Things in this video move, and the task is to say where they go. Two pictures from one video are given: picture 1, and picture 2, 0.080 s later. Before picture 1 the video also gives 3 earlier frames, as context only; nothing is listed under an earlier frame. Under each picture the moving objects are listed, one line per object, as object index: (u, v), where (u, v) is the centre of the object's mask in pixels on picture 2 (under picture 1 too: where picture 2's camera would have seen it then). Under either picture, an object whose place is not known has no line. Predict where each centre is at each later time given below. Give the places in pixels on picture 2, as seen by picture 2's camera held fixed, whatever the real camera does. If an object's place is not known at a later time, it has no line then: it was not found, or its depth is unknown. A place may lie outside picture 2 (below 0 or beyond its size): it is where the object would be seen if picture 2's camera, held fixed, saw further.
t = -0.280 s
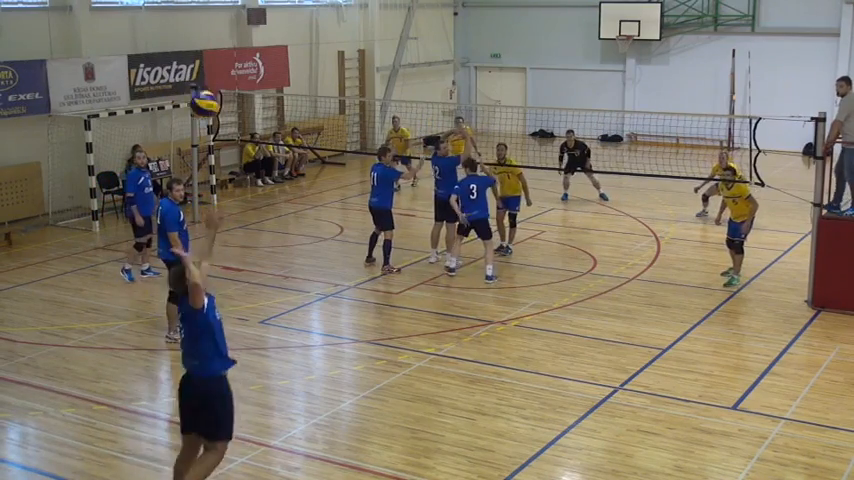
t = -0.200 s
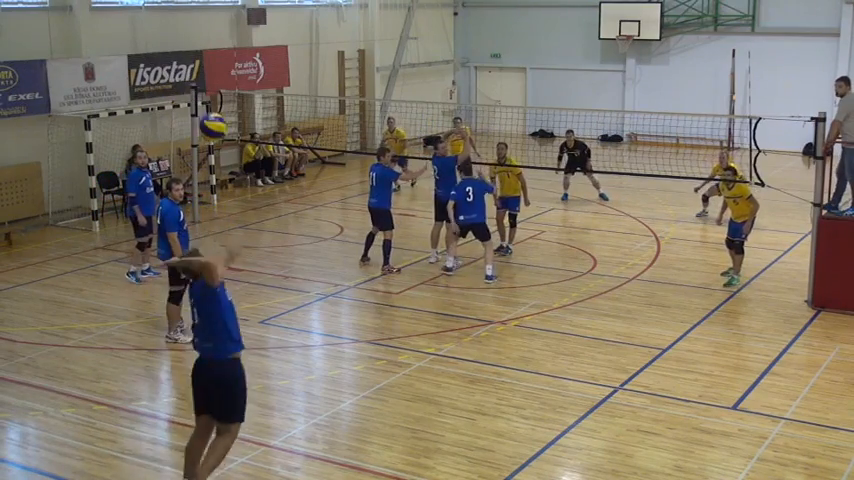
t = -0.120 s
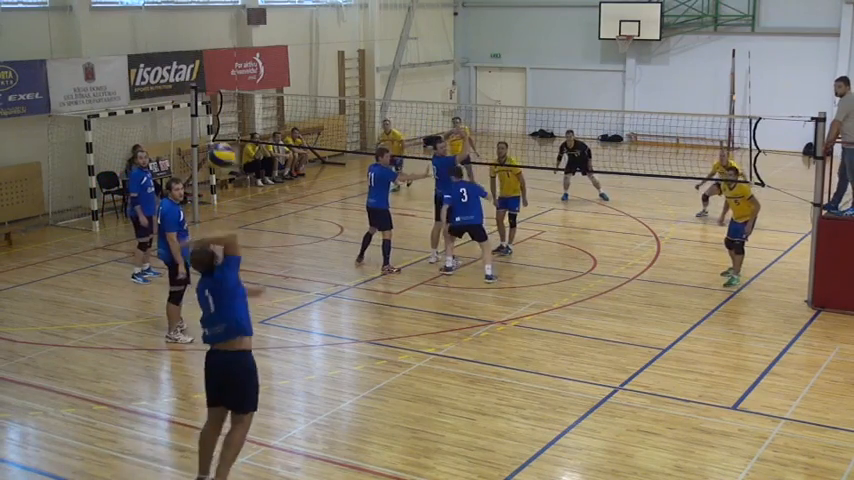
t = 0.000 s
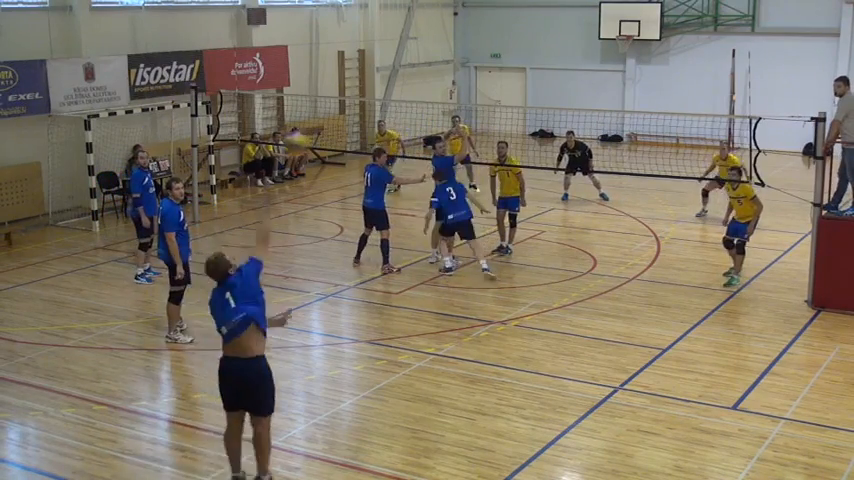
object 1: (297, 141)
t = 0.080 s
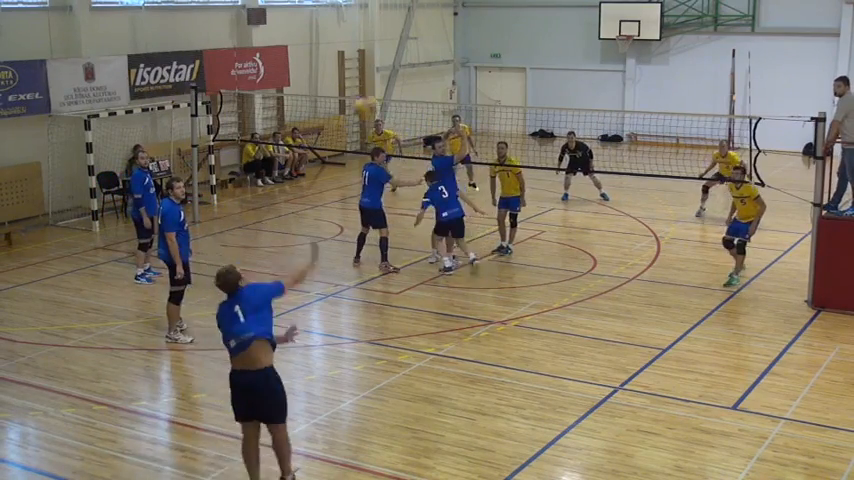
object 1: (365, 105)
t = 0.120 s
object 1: (395, 94)
